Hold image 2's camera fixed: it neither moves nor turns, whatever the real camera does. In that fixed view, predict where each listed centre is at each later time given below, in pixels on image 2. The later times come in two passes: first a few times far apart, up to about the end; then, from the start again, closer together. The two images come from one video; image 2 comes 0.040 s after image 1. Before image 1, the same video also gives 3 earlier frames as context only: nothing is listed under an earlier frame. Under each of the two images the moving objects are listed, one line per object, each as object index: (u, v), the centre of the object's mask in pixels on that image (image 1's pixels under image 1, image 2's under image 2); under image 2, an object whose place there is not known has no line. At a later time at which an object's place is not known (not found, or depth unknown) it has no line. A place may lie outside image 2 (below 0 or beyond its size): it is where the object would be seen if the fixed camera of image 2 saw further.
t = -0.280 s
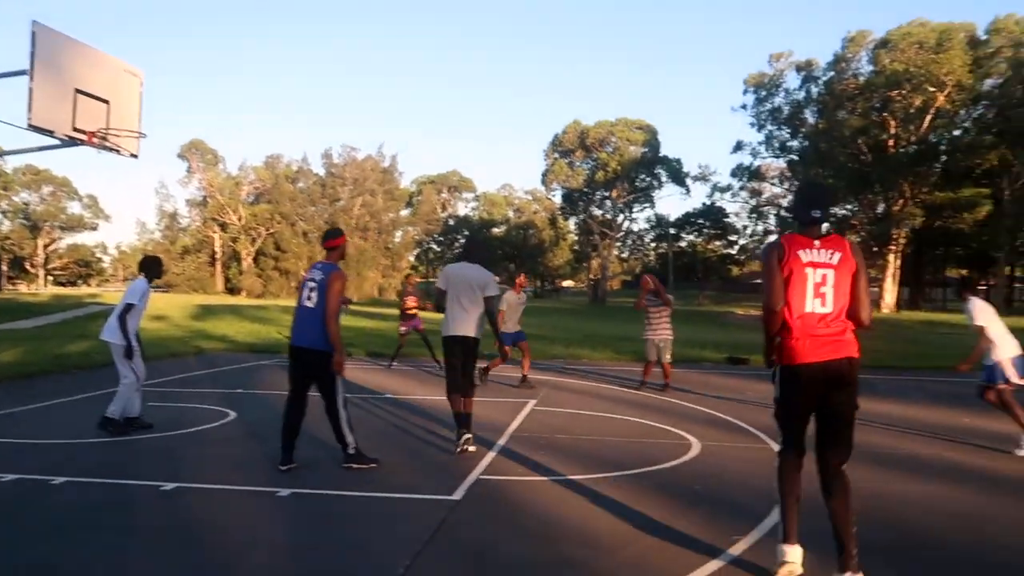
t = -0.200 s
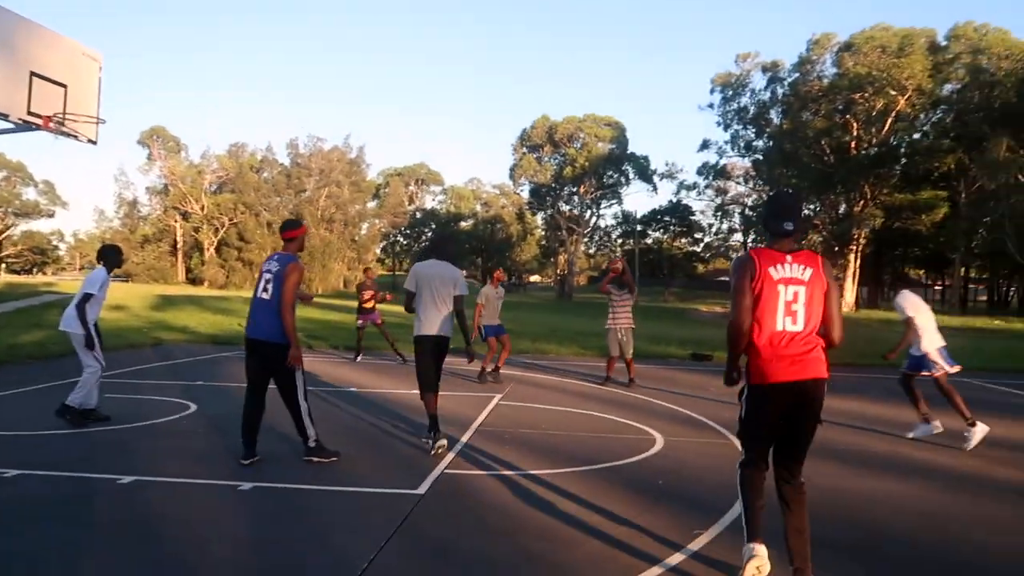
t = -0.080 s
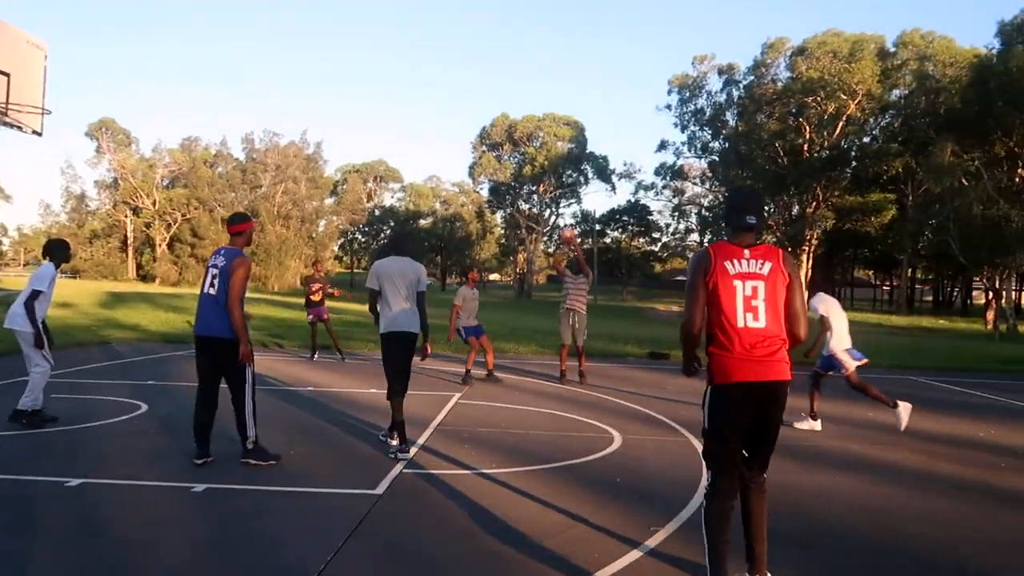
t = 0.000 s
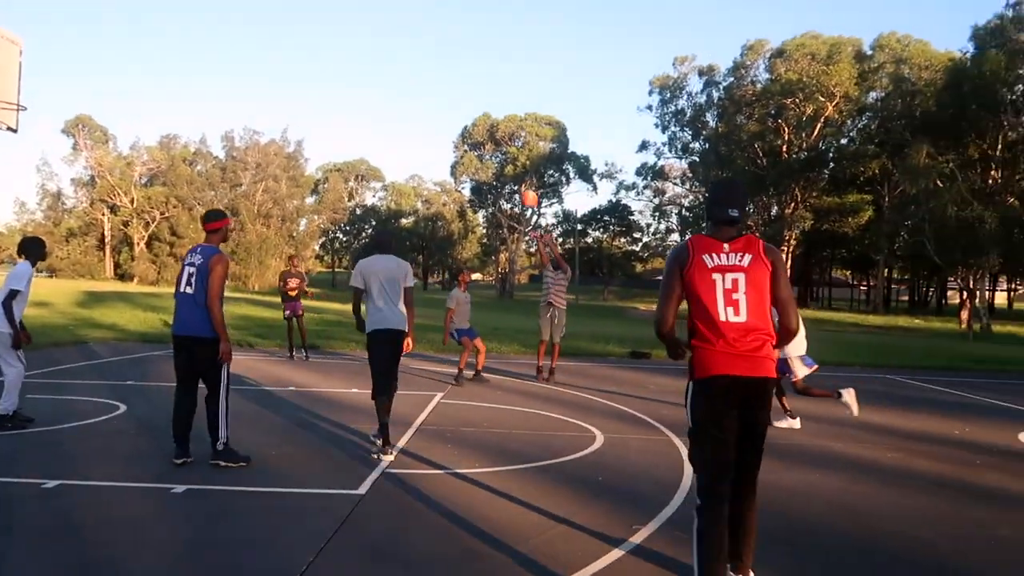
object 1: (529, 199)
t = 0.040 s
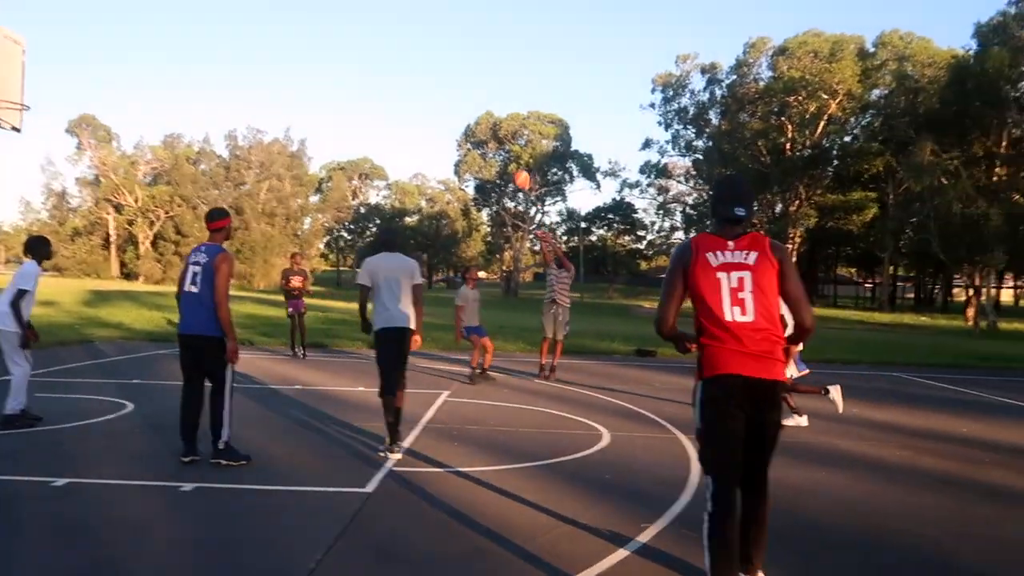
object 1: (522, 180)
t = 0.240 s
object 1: (455, 100)
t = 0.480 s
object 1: (365, 37)
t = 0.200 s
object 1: (469, 114)
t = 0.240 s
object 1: (455, 100)
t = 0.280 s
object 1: (440, 86)
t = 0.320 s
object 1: (425, 73)
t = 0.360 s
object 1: (410, 62)
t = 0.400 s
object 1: (394, 53)
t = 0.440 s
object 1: (380, 45)
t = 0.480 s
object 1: (365, 37)
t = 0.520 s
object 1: (349, 29)
